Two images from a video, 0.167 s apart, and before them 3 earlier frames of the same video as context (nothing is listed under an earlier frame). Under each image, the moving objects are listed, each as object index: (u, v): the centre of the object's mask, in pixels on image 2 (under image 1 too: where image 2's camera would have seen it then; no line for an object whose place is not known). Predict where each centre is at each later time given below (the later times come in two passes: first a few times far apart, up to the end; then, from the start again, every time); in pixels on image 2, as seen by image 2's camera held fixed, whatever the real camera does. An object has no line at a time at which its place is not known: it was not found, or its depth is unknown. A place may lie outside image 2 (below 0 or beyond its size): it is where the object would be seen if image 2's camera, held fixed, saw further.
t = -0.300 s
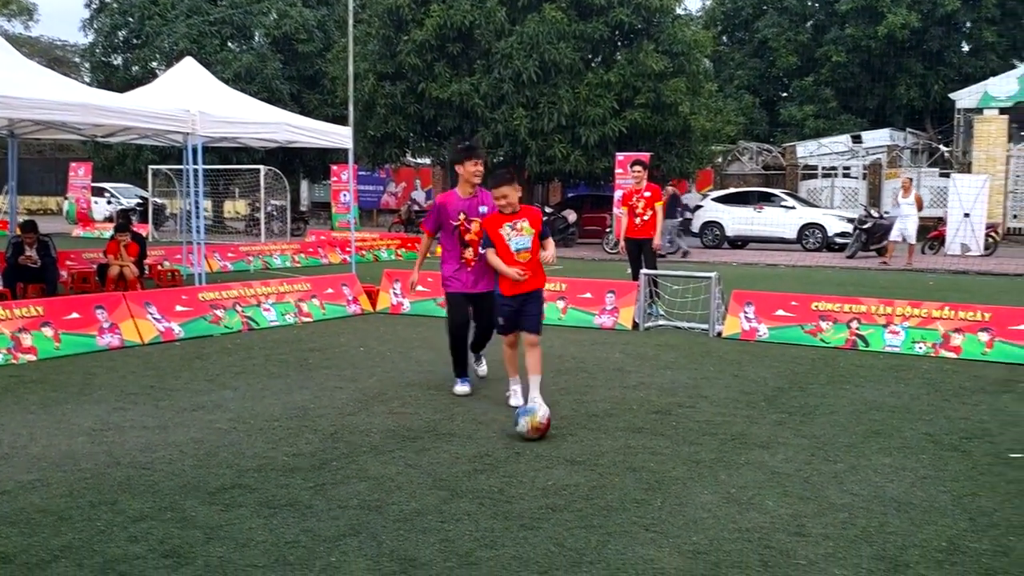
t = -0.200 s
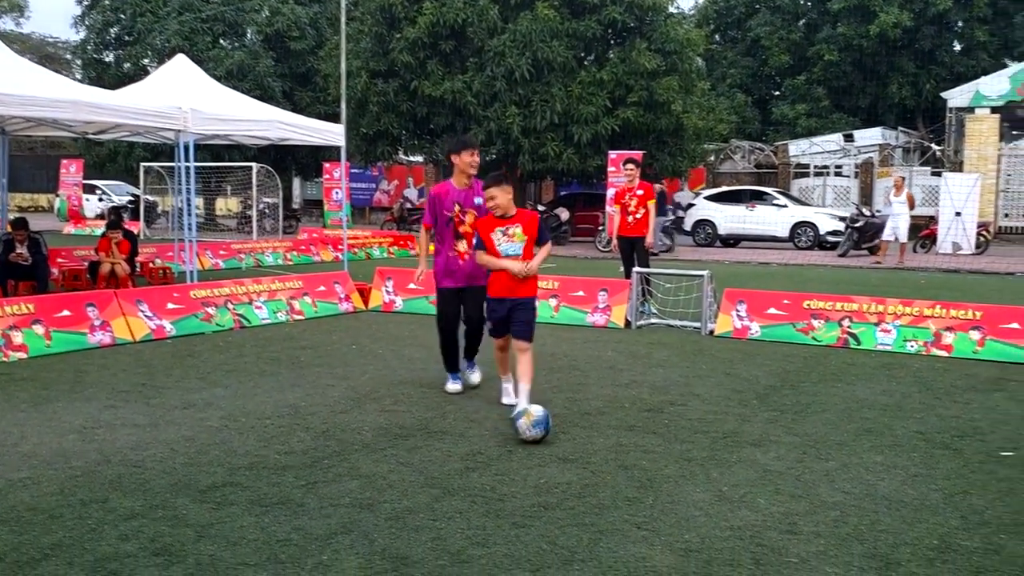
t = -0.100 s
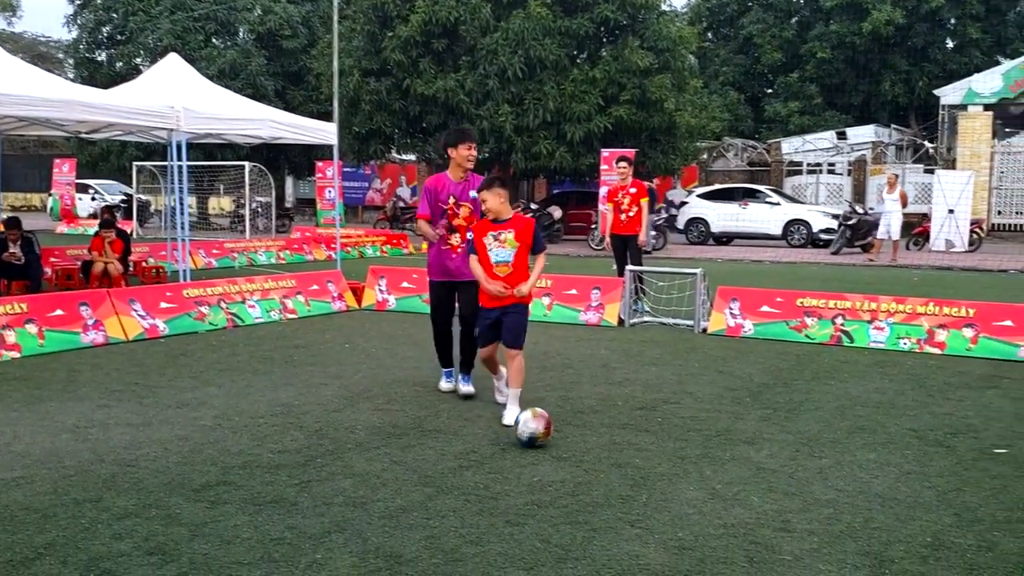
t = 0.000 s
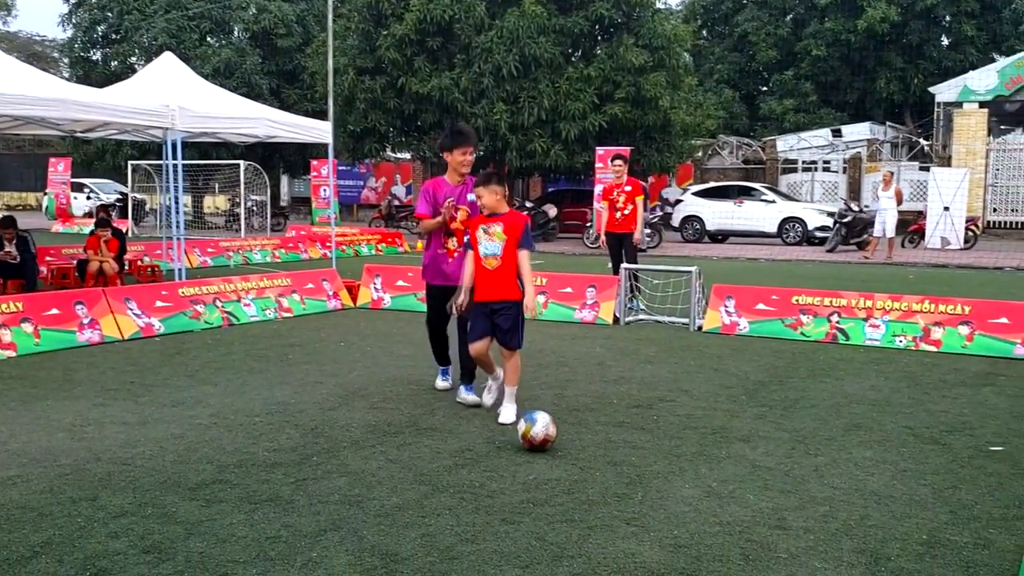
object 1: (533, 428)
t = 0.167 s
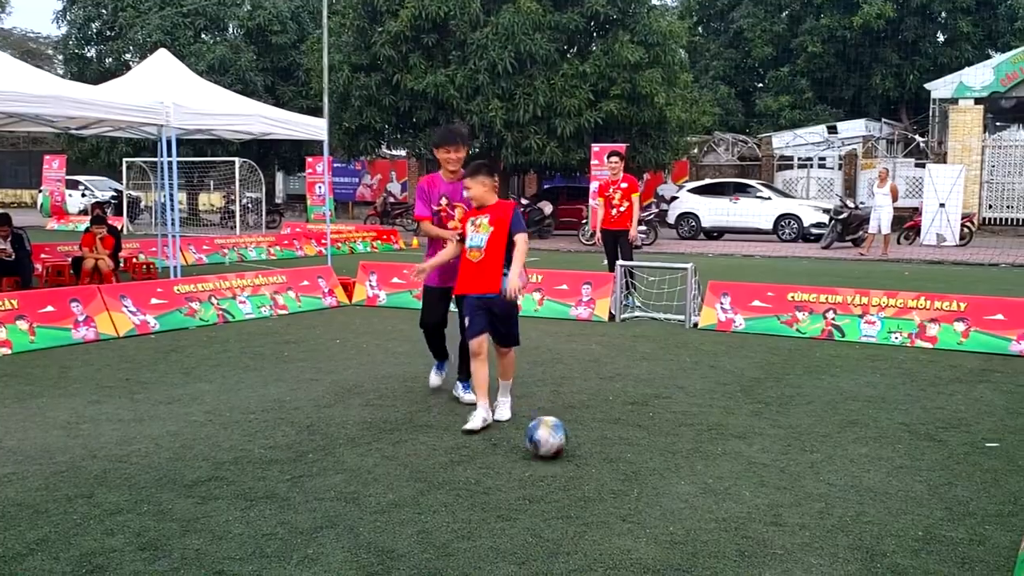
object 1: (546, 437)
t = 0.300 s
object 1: (559, 445)
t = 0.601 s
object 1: (587, 464)
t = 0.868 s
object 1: (611, 481)
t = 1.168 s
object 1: (640, 502)
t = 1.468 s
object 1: (671, 522)
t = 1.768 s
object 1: (708, 544)
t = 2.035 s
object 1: (737, 562)
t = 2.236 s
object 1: (758, 570)
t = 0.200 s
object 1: (549, 439)
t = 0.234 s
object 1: (552, 441)
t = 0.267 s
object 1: (555, 444)
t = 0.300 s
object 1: (559, 445)
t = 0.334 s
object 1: (562, 447)
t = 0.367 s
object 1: (565, 449)
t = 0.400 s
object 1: (567, 451)
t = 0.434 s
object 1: (571, 454)
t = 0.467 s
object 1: (574, 455)
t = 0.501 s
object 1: (577, 458)
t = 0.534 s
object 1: (580, 460)
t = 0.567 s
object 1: (584, 462)
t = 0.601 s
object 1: (587, 464)
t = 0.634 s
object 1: (589, 466)
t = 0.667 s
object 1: (593, 468)
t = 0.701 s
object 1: (595, 471)
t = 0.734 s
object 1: (599, 473)
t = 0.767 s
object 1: (602, 475)
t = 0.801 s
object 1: (605, 477)
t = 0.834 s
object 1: (608, 480)
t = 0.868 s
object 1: (611, 481)
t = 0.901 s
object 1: (614, 484)
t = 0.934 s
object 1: (618, 486)
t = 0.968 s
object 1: (621, 488)
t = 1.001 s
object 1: (624, 490)
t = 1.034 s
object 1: (627, 492)
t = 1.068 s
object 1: (631, 495)
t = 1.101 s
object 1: (634, 497)
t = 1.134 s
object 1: (637, 499)
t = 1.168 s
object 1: (640, 502)
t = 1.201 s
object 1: (643, 504)
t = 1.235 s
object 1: (647, 507)
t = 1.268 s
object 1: (650, 510)
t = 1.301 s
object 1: (654, 512)
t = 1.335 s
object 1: (656, 514)
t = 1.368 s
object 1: (661, 515)
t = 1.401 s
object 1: (664, 518)
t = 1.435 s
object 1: (668, 520)
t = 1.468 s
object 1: (671, 522)
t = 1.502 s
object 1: (674, 524)
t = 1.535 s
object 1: (678, 526)
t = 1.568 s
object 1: (682, 529)
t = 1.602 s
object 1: (687, 531)
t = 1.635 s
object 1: (693, 534)
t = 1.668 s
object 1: (695, 536)
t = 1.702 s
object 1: (700, 539)
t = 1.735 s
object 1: (704, 541)
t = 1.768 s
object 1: (708, 544)
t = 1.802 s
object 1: (711, 546)
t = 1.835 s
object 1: (715, 549)
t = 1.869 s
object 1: (719, 551)
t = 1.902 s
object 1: (721, 552)
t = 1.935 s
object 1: (726, 555)
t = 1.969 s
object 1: (731, 559)
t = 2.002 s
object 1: (734, 561)
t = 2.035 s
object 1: (737, 562)
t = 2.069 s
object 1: (741, 563)
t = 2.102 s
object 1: (745, 565)
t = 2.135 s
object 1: (748, 566)
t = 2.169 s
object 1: (750, 567)
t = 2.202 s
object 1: (755, 569)
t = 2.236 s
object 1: (758, 570)
